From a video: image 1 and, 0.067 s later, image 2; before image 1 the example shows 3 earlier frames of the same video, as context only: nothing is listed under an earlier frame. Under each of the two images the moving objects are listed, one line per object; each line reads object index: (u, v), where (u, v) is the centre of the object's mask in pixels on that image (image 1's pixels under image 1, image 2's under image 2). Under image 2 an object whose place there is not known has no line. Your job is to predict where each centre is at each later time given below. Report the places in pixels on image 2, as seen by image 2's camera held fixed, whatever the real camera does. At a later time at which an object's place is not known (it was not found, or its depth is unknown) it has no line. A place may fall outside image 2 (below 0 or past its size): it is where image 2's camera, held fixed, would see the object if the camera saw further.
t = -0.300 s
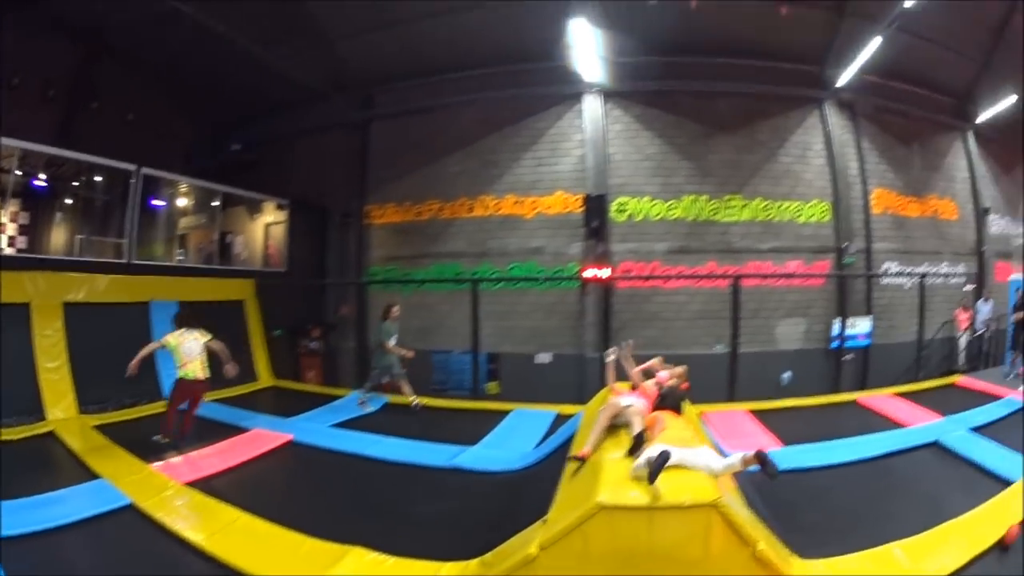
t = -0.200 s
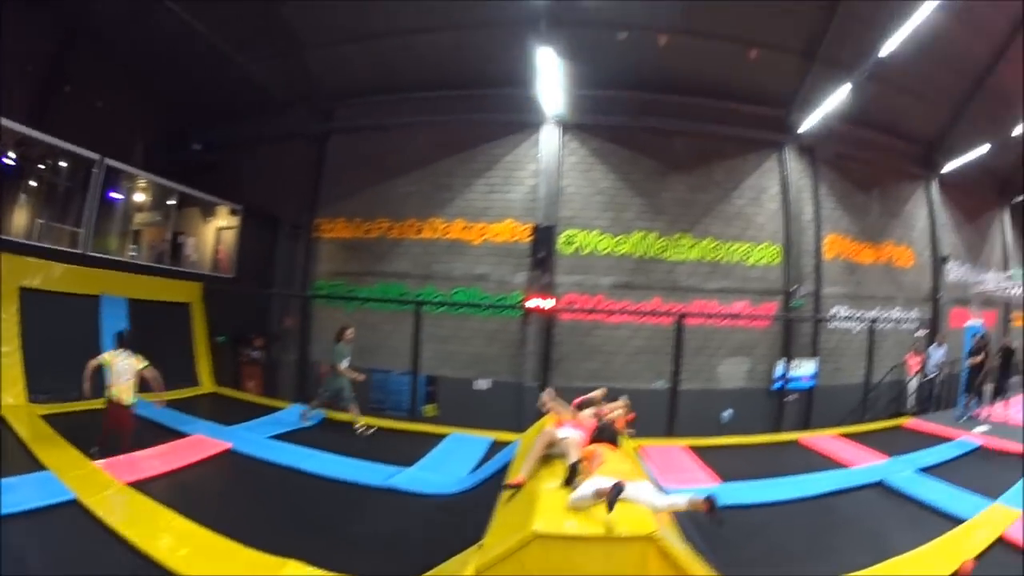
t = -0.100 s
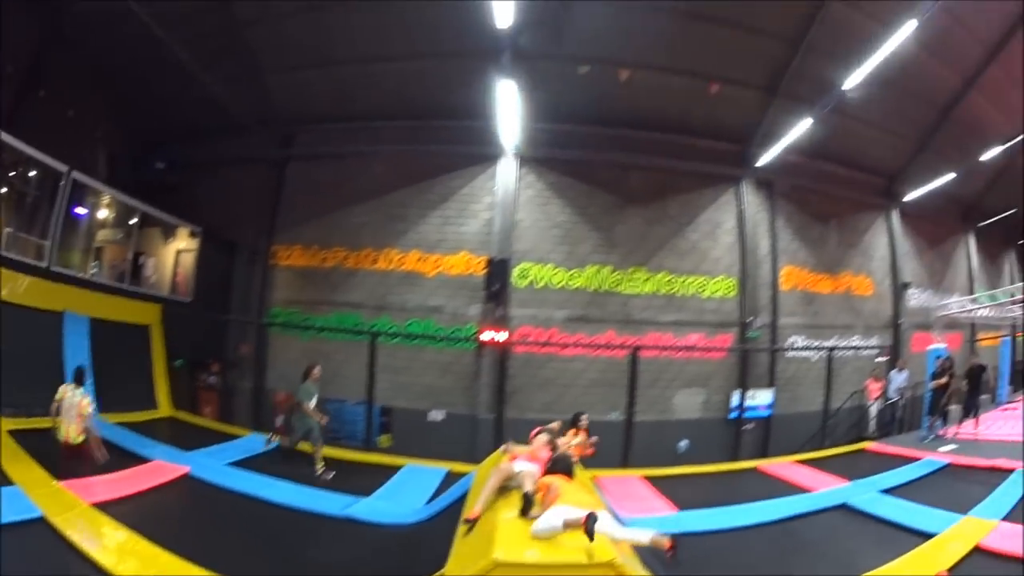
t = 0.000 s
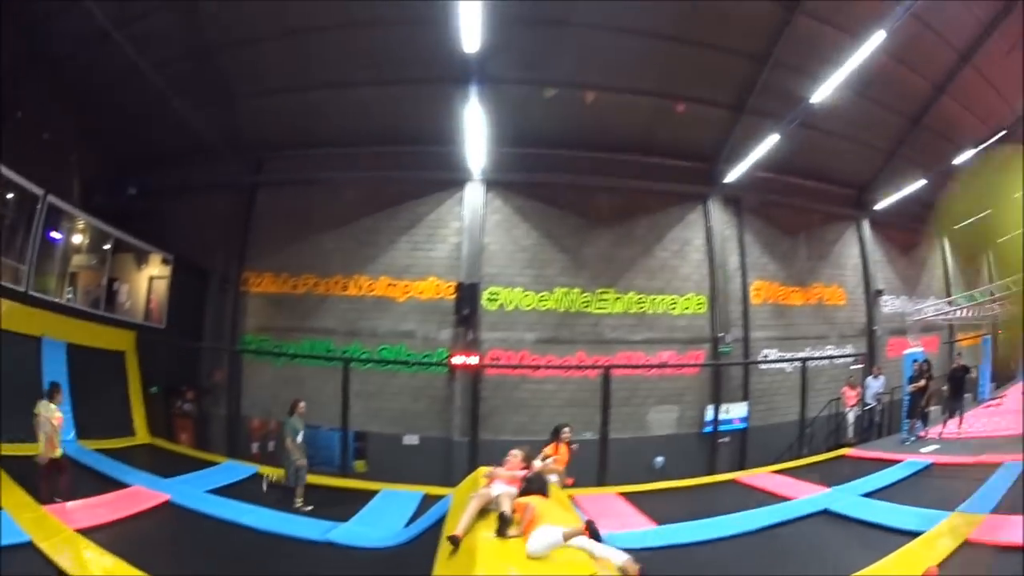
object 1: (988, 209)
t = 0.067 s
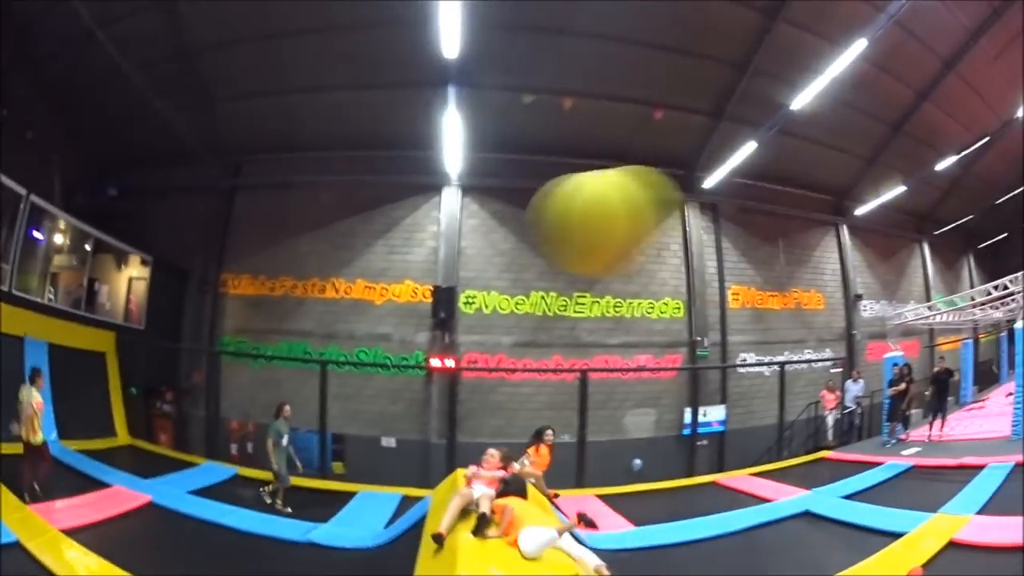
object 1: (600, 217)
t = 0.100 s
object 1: (523, 223)
